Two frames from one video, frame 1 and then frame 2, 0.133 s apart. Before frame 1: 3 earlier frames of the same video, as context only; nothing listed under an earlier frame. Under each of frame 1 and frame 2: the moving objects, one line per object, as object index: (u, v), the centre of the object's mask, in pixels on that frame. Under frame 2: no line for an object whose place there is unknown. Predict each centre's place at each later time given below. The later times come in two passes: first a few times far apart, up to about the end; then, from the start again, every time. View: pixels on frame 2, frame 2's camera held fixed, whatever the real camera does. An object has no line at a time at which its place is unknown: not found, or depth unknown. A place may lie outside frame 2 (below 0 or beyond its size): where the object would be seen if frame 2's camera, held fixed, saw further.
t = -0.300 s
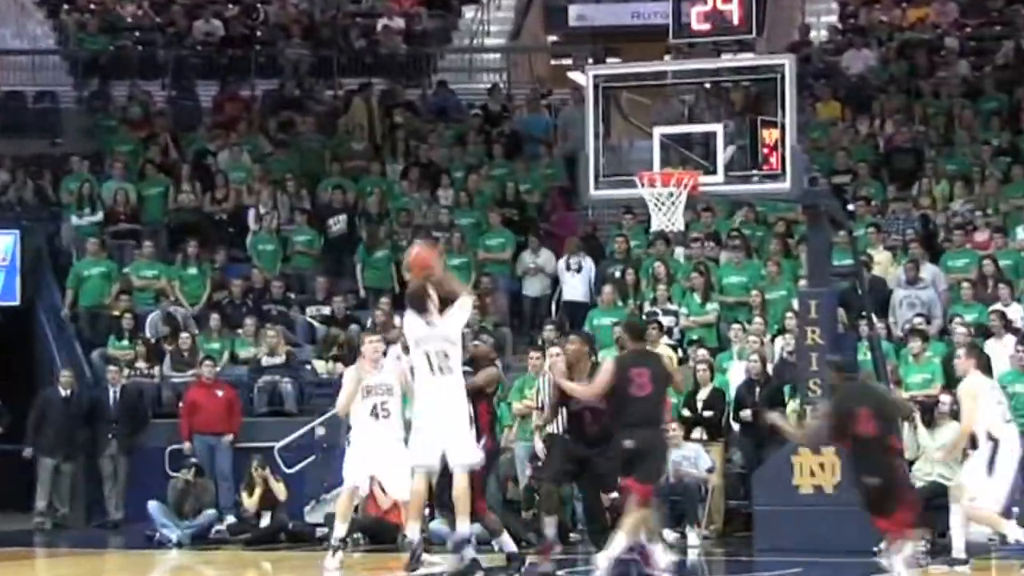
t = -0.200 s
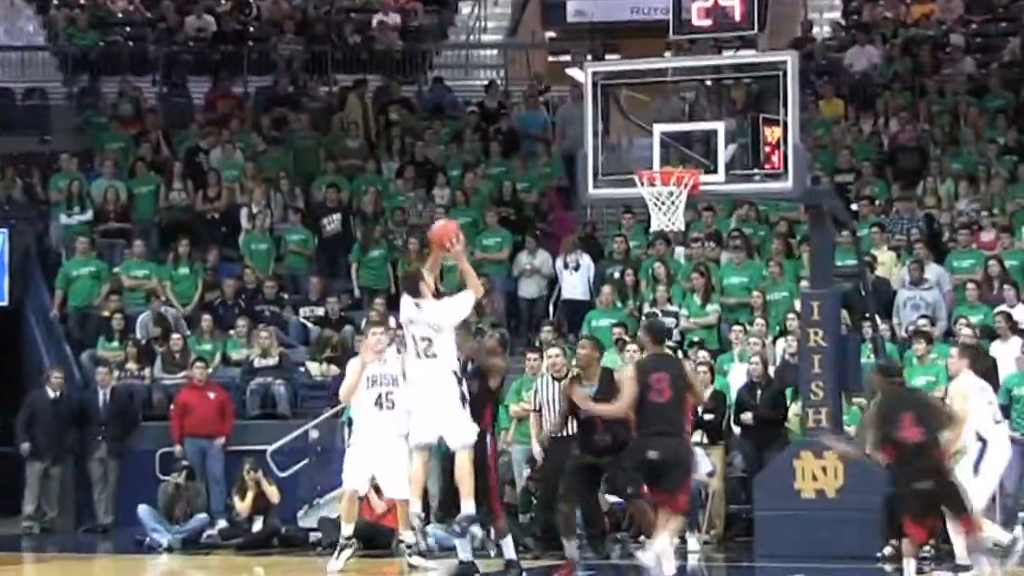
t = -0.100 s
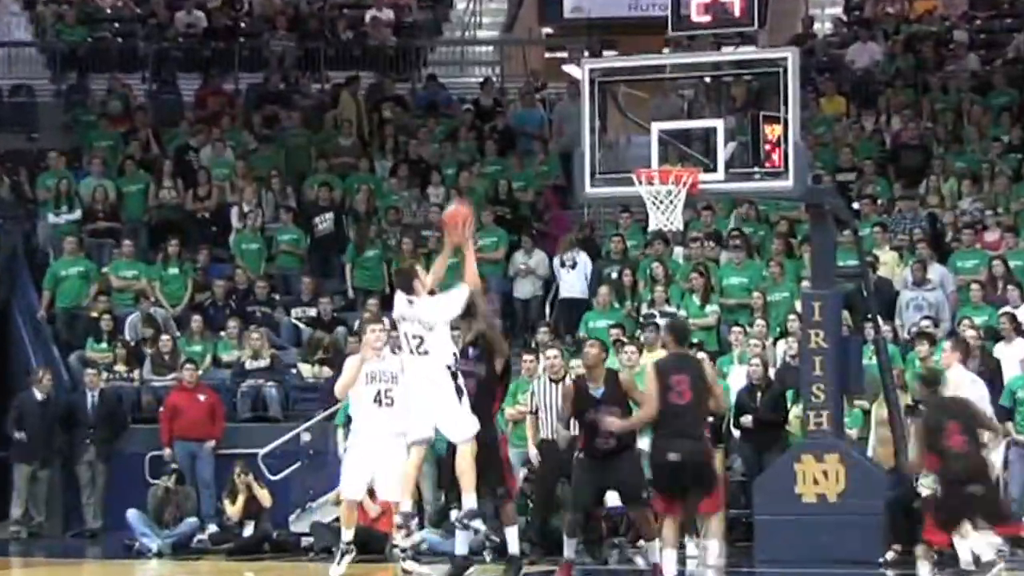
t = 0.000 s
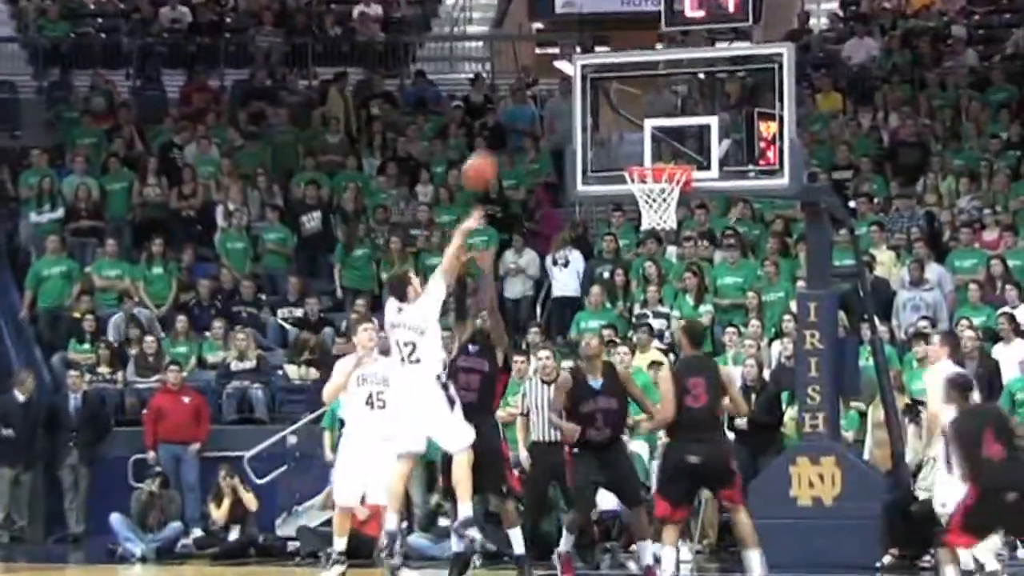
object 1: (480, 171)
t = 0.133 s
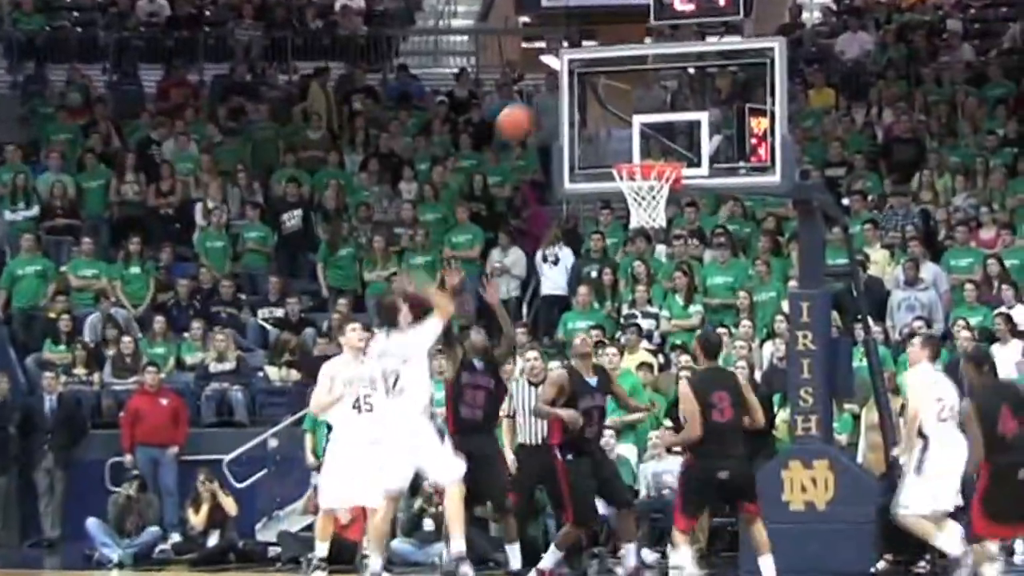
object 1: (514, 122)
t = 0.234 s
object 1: (550, 105)
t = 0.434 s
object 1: (622, 113)
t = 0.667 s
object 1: (652, 173)
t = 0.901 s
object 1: (632, 200)
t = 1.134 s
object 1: (635, 245)
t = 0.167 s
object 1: (526, 116)
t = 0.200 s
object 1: (538, 110)
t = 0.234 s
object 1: (550, 105)
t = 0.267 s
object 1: (563, 104)
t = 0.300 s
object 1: (575, 103)
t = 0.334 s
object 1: (588, 104)
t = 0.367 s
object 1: (599, 106)
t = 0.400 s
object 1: (610, 108)
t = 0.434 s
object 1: (622, 113)
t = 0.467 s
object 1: (633, 120)
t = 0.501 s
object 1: (646, 130)
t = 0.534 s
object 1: (657, 139)
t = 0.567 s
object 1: (658, 146)
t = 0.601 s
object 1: (656, 152)
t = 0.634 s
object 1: (654, 158)
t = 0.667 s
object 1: (652, 173)
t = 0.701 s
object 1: (650, 181)
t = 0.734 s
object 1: (646, 187)
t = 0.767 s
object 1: (643, 196)
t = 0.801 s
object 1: (638, 189)
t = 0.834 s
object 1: (635, 191)
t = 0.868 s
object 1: (635, 200)
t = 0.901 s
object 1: (632, 200)
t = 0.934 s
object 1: (631, 202)
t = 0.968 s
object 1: (630, 206)
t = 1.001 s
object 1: (630, 210)
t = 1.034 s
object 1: (630, 217)
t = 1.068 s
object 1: (631, 226)
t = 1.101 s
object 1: (633, 234)
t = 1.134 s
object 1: (635, 245)
